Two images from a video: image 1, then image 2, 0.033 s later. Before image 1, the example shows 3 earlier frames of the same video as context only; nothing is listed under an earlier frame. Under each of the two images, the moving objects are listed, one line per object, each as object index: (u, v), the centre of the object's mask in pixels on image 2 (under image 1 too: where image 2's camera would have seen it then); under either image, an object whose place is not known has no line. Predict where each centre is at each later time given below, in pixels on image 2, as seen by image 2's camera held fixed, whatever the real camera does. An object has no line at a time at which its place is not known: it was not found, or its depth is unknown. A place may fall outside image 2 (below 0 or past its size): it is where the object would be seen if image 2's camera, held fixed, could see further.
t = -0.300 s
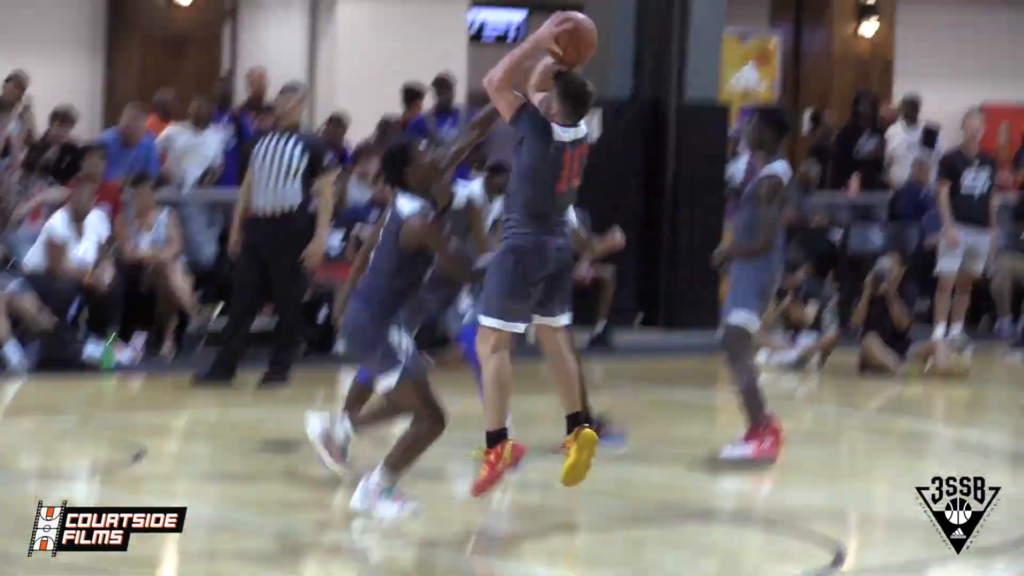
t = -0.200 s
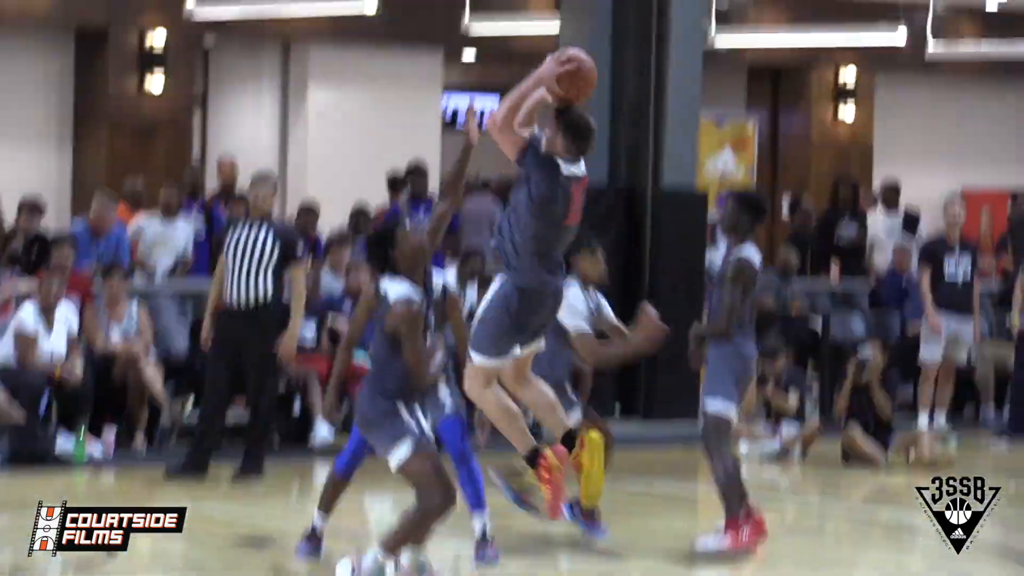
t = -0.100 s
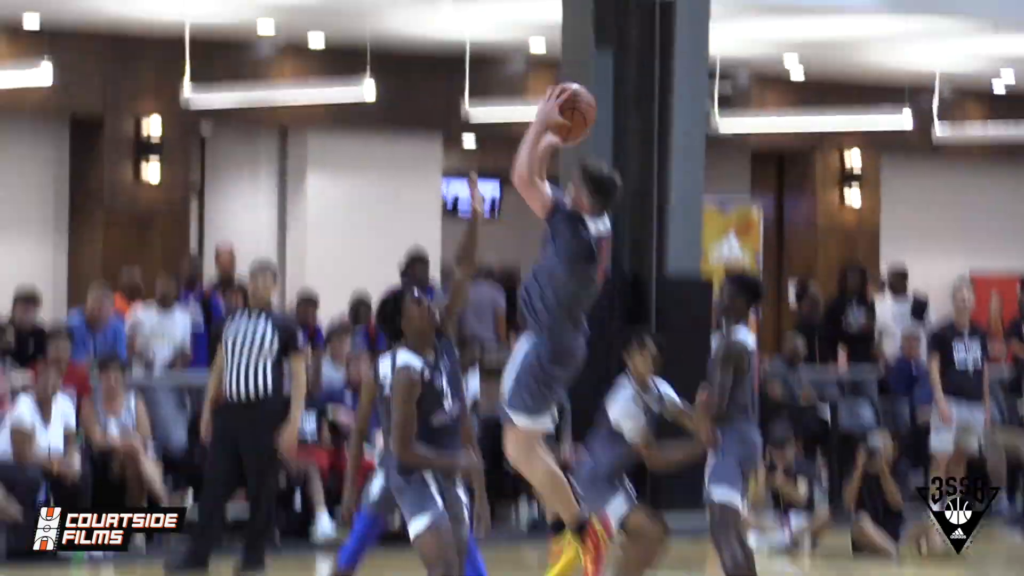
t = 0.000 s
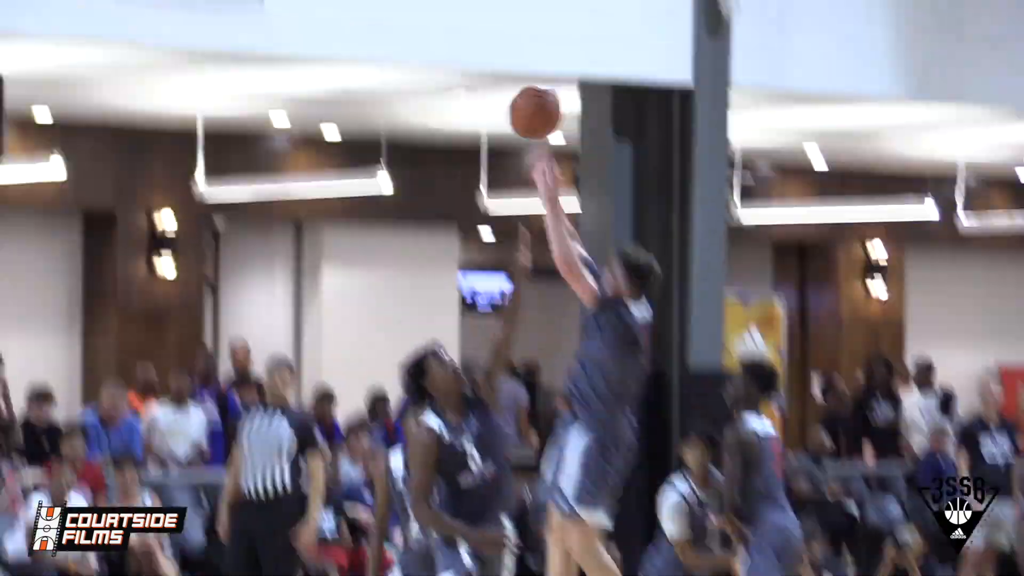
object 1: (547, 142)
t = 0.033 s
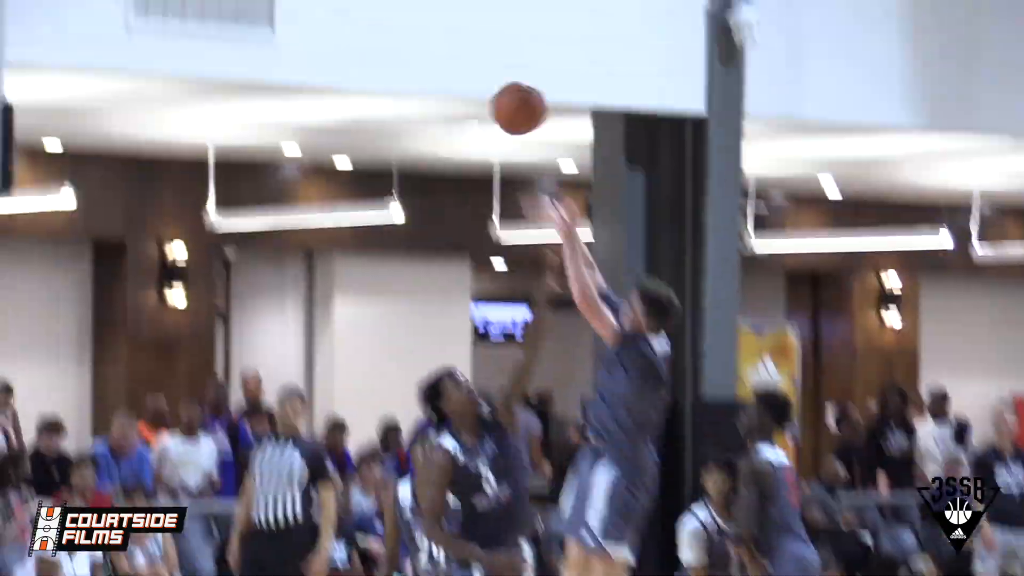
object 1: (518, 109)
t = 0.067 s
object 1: (490, 78)
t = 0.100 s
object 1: (461, 50)
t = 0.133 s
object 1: (432, 25)
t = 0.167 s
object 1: (404, 3)
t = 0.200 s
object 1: (376, -17)
